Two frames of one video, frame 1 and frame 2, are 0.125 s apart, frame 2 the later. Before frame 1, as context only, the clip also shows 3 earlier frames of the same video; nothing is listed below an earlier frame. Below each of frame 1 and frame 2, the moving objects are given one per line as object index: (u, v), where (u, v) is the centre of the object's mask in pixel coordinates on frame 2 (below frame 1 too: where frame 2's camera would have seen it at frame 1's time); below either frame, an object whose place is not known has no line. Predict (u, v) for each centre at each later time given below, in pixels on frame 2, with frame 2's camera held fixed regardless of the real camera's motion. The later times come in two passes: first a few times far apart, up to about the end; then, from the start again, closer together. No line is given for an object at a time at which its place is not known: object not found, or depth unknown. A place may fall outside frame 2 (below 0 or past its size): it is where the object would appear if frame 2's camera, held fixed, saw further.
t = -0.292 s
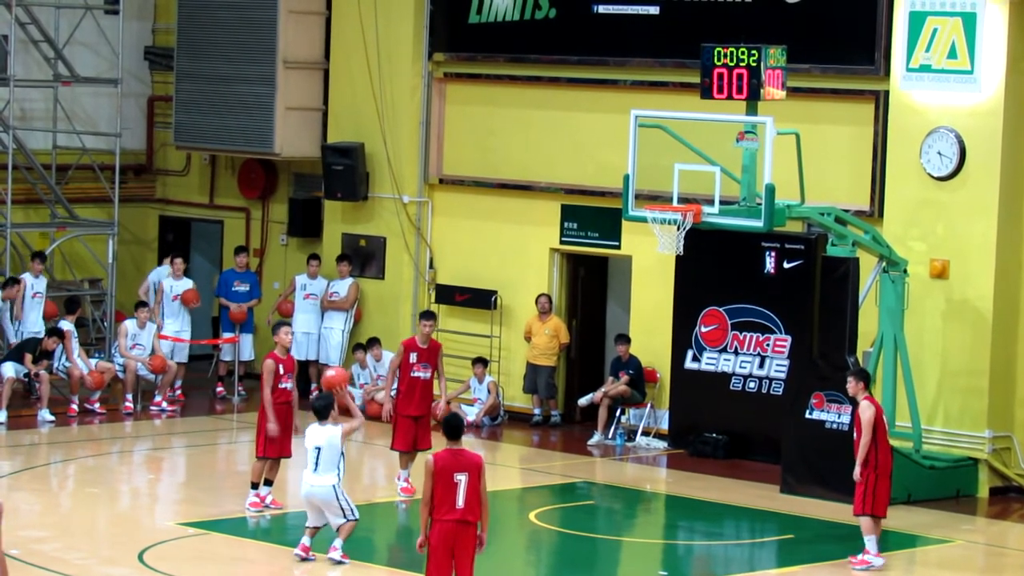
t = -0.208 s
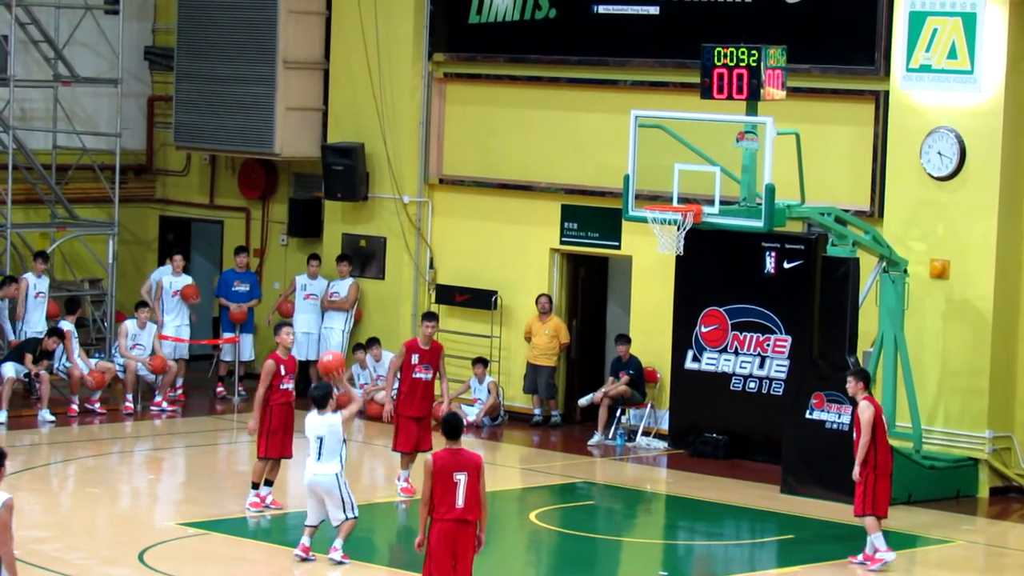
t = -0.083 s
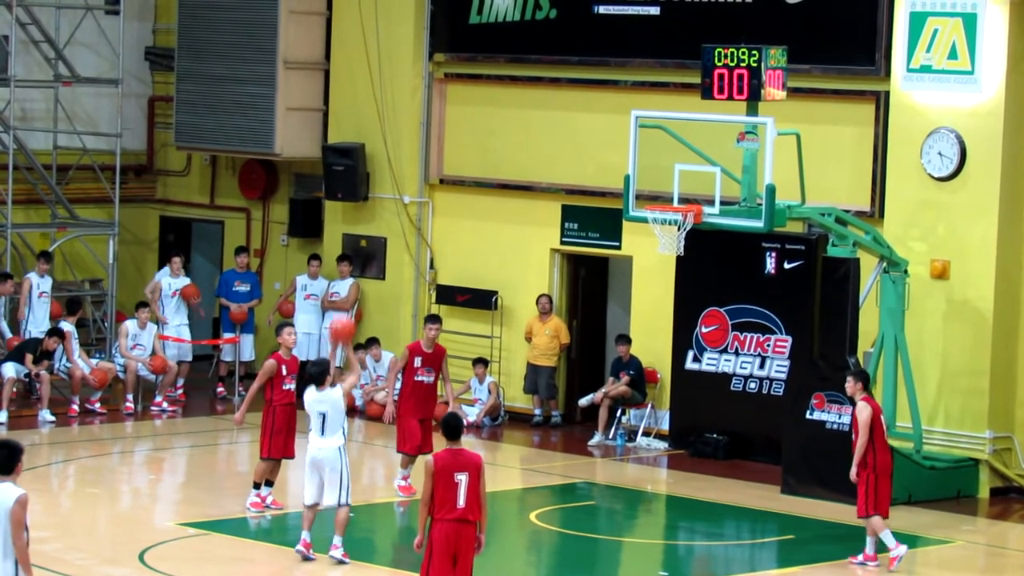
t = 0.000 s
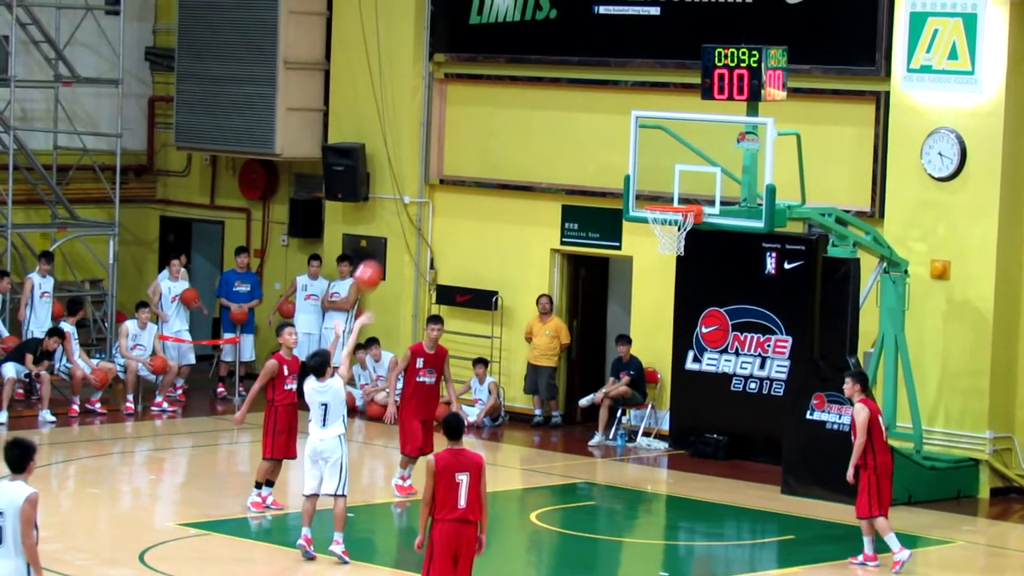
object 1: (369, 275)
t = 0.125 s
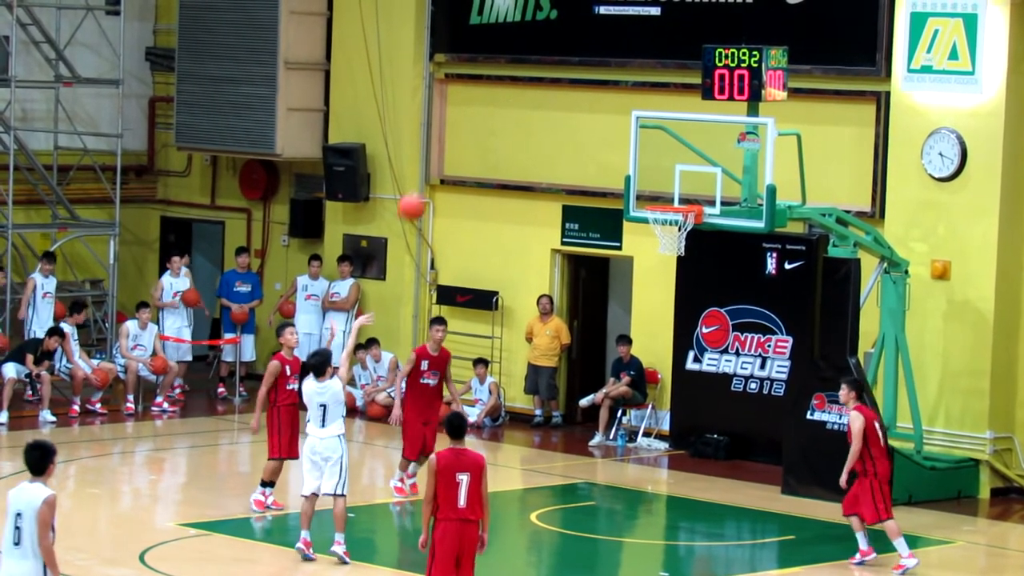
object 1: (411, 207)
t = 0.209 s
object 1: (439, 170)
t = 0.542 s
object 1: (545, 97)
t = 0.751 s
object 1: (606, 111)
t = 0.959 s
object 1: (662, 167)
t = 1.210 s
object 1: (649, 147)
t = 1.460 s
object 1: (597, 121)
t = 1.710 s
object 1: (541, 160)
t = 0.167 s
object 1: (425, 187)
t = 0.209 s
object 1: (439, 170)
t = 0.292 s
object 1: (466, 140)
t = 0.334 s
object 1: (480, 128)
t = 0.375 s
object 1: (494, 119)
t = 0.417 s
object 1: (507, 110)
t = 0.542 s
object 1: (545, 97)
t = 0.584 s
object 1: (558, 96)
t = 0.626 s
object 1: (570, 97)
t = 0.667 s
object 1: (582, 100)
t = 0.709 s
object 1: (594, 104)
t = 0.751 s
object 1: (606, 111)
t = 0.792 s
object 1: (617, 119)
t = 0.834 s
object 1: (628, 128)
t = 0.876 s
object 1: (640, 140)
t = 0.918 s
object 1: (651, 153)
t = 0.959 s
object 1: (662, 167)
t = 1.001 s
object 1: (673, 184)
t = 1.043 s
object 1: (681, 198)
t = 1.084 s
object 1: (673, 183)
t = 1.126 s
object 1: (665, 169)
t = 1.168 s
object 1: (658, 158)
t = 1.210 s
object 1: (649, 147)
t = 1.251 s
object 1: (641, 139)
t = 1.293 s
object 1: (633, 132)
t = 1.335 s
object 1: (623, 127)
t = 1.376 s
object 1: (615, 123)
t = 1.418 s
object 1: (606, 121)
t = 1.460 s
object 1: (597, 121)
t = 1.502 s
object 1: (589, 123)
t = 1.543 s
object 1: (579, 127)
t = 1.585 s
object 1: (570, 132)
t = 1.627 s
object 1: (560, 140)
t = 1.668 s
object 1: (551, 149)
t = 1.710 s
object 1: (541, 160)
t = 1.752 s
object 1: (531, 173)
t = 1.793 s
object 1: (521, 189)
